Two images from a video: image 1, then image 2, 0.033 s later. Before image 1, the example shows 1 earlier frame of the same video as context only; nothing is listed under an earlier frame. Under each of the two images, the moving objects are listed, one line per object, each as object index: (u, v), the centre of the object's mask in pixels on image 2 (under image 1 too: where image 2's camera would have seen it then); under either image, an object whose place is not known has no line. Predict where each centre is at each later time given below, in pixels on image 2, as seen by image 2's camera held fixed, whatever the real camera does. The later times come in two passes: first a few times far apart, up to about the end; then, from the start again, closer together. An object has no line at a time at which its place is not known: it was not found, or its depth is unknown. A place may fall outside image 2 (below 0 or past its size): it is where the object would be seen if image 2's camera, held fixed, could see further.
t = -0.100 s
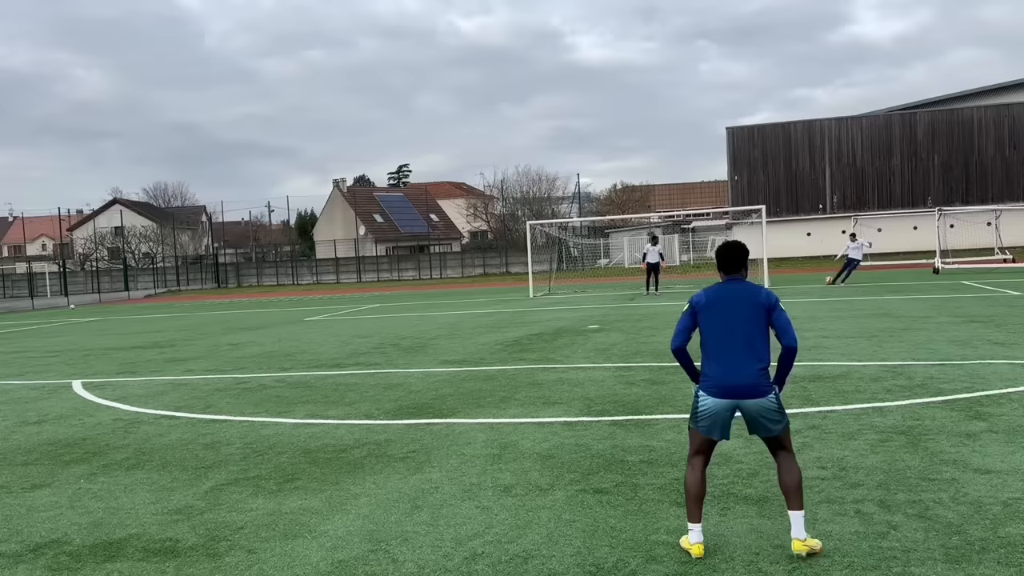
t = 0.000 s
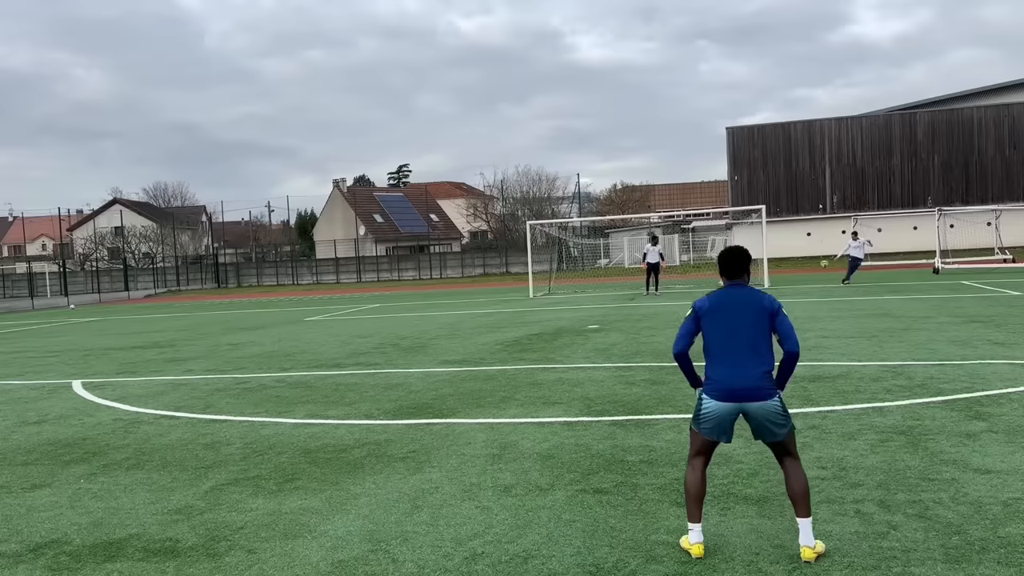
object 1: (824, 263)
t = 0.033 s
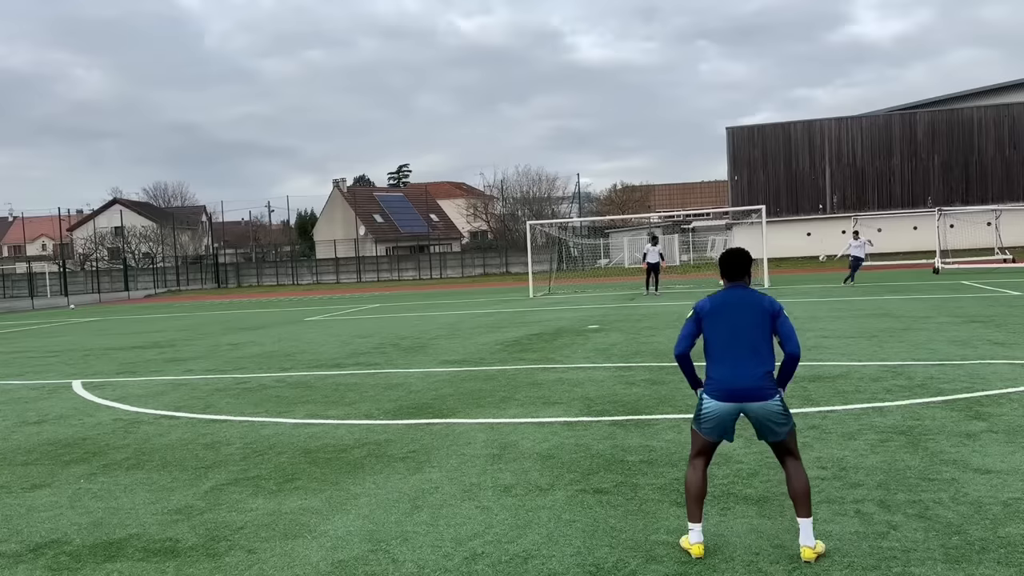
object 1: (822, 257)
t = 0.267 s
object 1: (814, 224)
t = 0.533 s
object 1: (805, 189)
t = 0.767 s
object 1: (800, 167)
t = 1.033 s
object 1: (797, 163)
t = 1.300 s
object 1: (800, 195)
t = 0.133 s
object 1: (819, 244)
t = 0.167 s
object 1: (817, 238)
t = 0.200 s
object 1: (817, 234)
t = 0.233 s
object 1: (815, 229)
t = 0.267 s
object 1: (814, 224)
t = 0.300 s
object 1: (813, 220)
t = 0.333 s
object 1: (812, 214)
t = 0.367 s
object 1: (811, 210)
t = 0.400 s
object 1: (810, 205)
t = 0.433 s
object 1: (808, 201)
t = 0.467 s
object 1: (807, 197)
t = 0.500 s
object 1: (806, 193)
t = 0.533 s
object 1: (805, 189)
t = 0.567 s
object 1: (805, 186)
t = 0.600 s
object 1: (804, 182)
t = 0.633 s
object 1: (803, 179)
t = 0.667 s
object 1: (802, 175)
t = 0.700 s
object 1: (801, 173)
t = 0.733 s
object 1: (800, 170)
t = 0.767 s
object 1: (800, 167)
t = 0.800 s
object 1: (799, 166)
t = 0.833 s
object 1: (799, 164)
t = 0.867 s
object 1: (799, 163)
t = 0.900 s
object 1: (798, 161)
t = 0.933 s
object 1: (798, 161)
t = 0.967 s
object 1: (798, 161)
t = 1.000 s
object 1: (797, 162)
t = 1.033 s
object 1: (797, 163)
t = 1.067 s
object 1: (797, 164)
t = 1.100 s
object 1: (797, 166)
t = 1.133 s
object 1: (797, 169)
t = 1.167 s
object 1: (798, 172)
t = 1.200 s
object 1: (798, 177)
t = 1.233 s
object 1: (799, 183)
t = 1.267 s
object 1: (800, 188)
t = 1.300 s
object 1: (800, 195)
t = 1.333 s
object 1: (801, 203)
